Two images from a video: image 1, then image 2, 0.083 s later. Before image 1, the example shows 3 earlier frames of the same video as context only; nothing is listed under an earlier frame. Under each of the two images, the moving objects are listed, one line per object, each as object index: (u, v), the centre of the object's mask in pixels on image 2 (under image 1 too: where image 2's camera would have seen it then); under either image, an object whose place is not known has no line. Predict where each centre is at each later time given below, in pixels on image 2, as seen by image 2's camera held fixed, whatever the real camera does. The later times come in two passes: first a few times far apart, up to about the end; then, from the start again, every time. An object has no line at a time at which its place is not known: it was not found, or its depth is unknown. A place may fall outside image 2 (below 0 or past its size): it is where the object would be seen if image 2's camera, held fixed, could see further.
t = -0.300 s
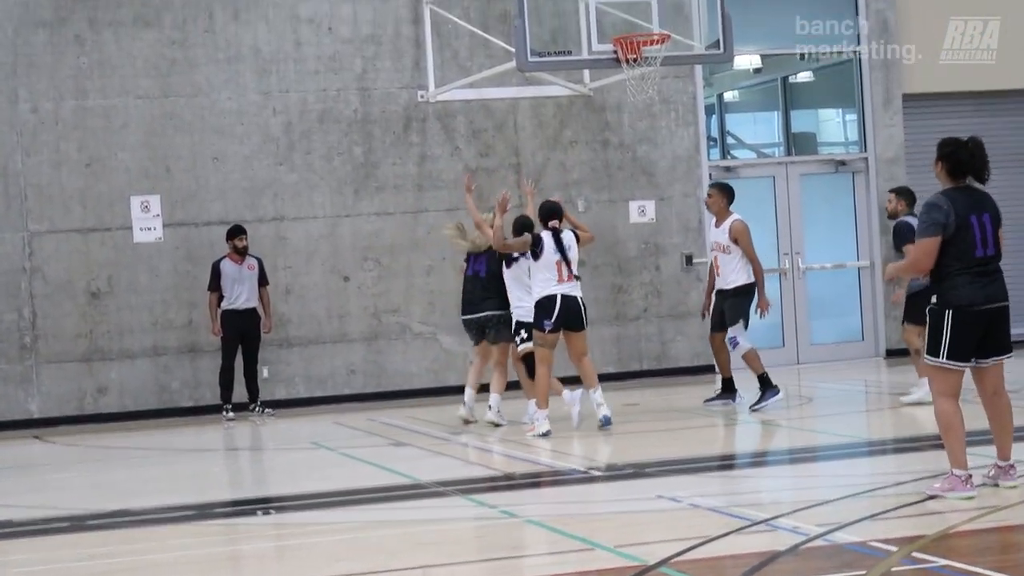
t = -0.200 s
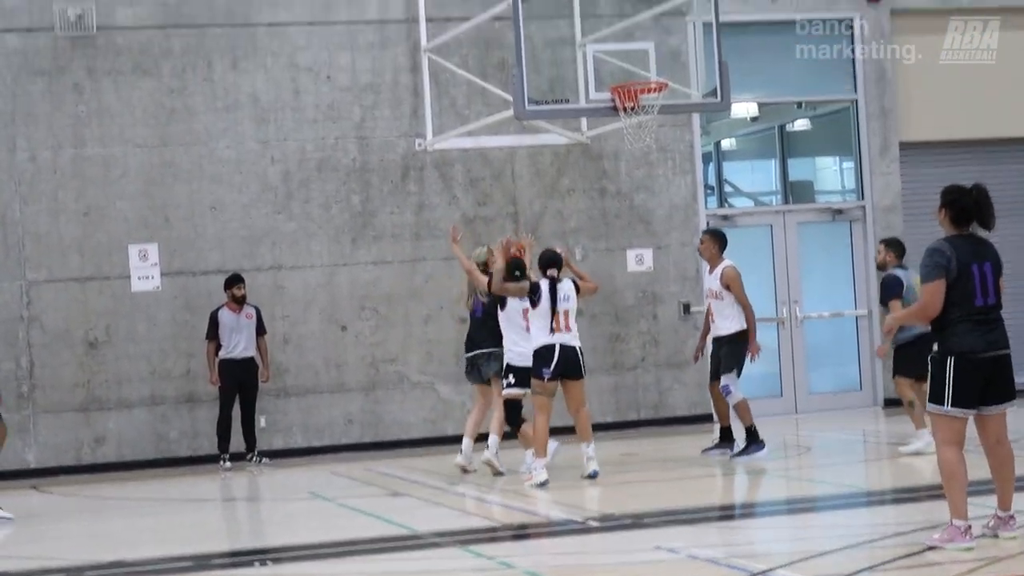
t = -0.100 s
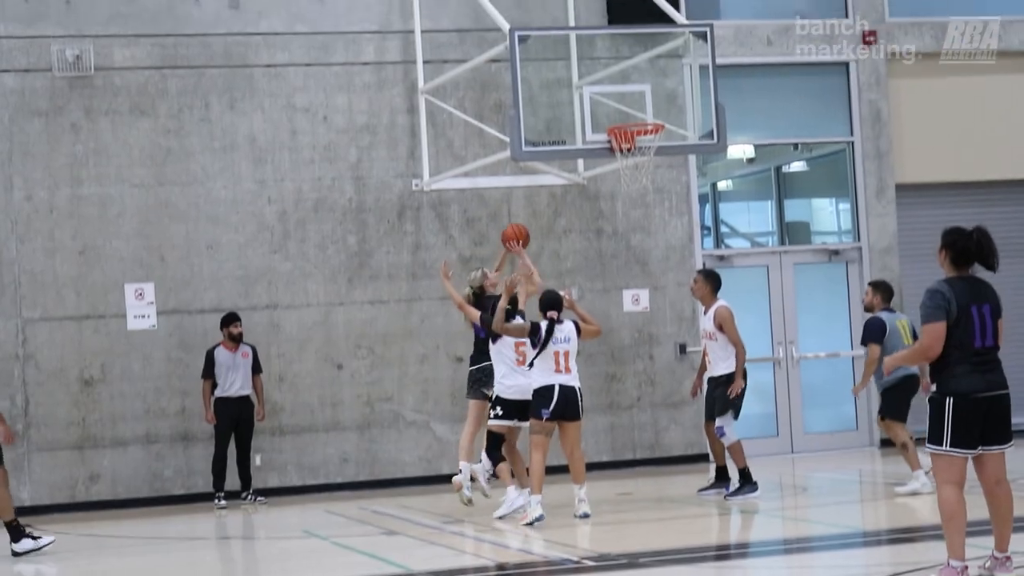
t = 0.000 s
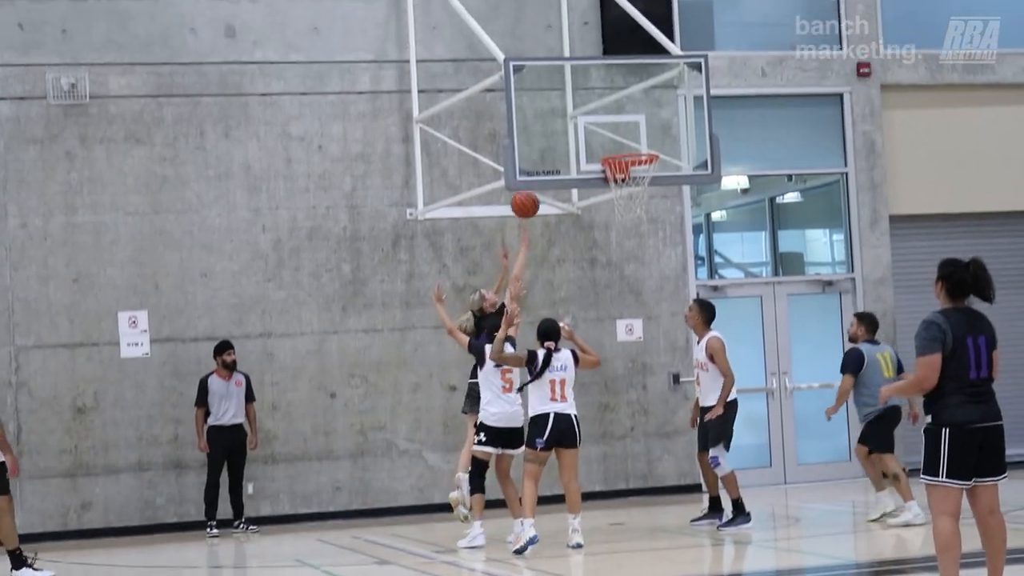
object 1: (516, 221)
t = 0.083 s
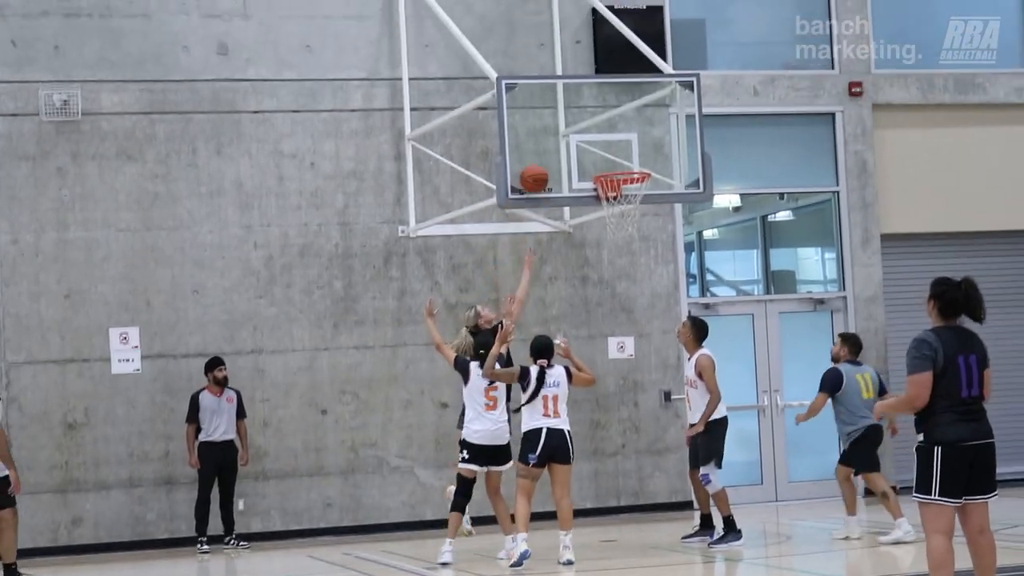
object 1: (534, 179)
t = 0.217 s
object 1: (560, 131)
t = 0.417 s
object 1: (593, 126)
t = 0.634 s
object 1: (630, 165)
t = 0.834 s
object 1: (626, 203)
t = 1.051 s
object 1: (612, 232)
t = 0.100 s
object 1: (537, 171)
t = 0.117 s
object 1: (541, 164)
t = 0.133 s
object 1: (545, 157)
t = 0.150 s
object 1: (548, 150)
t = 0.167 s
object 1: (551, 144)
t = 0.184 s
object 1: (554, 138)
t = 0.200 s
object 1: (558, 134)
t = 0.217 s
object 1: (560, 131)
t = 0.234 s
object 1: (563, 129)
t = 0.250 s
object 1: (565, 128)
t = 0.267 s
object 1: (568, 126)
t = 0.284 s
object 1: (571, 125)
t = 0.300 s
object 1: (574, 124)
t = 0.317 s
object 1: (576, 123)
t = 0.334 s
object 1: (579, 122)
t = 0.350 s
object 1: (581, 123)
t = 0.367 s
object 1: (585, 123)
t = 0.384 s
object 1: (587, 124)
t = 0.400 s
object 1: (590, 125)
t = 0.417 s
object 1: (593, 126)
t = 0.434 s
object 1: (595, 127)
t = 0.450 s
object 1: (599, 130)
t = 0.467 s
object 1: (601, 132)
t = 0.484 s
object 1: (604, 134)
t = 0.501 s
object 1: (607, 137)
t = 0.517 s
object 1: (610, 140)
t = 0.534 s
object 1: (613, 144)
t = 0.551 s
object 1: (616, 148)
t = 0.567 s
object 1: (619, 152)
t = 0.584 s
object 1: (621, 156)
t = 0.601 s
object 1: (624, 160)
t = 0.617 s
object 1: (627, 162)
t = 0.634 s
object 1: (630, 165)
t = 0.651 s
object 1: (631, 172)
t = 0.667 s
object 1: (632, 177)
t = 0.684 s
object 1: (632, 179)
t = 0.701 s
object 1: (634, 185)
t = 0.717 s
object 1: (633, 186)
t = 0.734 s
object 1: (633, 189)
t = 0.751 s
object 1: (633, 193)
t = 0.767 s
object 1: (630, 196)
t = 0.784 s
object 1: (629, 197)
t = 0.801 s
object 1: (629, 201)
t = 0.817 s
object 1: (627, 201)
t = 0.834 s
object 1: (626, 203)
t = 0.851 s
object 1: (624, 204)
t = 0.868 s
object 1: (623, 205)
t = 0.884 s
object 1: (622, 206)
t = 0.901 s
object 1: (620, 207)
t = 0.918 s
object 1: (619, 208)
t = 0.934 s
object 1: (618, 209)
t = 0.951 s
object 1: (617, 213)
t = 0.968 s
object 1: (616, 216)
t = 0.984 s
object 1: (616, 219)
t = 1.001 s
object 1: (615, 223)
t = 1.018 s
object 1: (614, 225)
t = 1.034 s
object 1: (613, 228)
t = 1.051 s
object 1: (612, 232)
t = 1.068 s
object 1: (611, 236)
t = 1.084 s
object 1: (610, 240)
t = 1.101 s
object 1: (609, 246)
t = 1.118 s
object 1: (608, 251)
